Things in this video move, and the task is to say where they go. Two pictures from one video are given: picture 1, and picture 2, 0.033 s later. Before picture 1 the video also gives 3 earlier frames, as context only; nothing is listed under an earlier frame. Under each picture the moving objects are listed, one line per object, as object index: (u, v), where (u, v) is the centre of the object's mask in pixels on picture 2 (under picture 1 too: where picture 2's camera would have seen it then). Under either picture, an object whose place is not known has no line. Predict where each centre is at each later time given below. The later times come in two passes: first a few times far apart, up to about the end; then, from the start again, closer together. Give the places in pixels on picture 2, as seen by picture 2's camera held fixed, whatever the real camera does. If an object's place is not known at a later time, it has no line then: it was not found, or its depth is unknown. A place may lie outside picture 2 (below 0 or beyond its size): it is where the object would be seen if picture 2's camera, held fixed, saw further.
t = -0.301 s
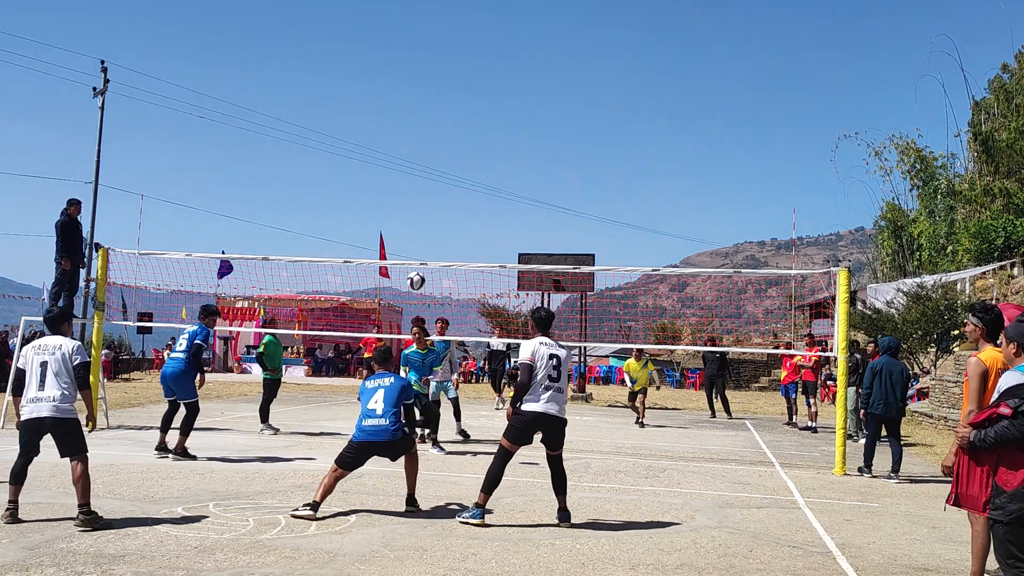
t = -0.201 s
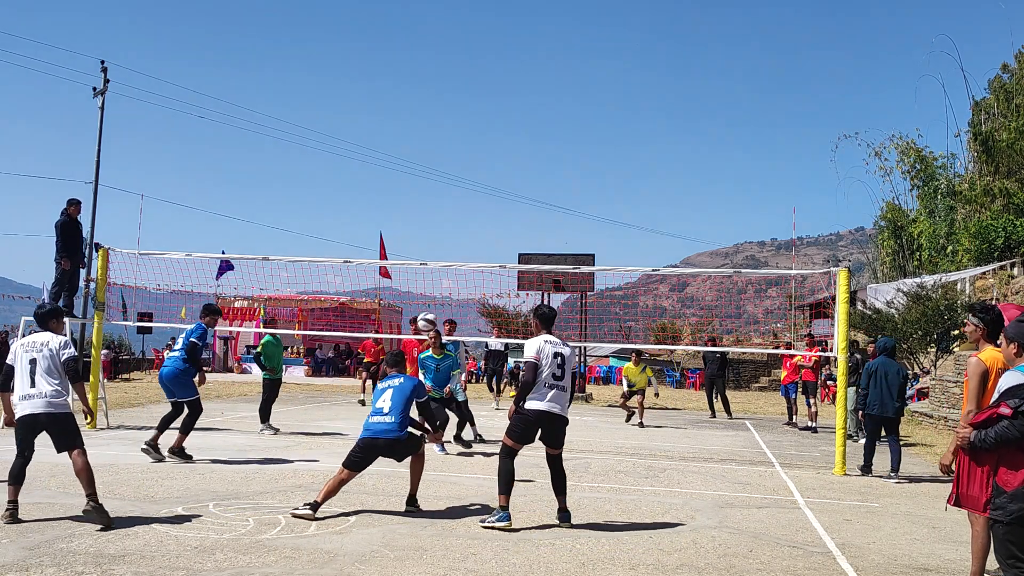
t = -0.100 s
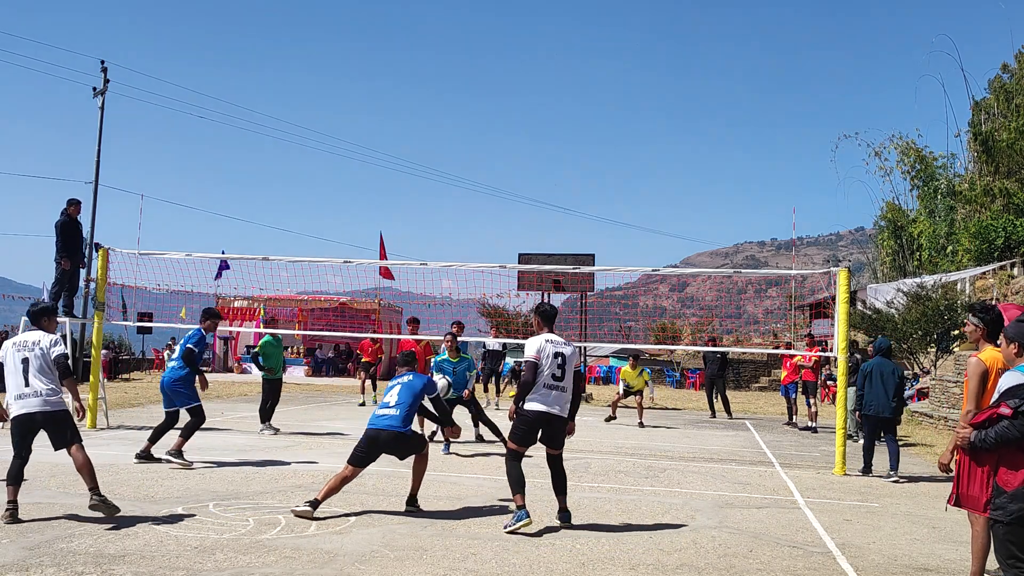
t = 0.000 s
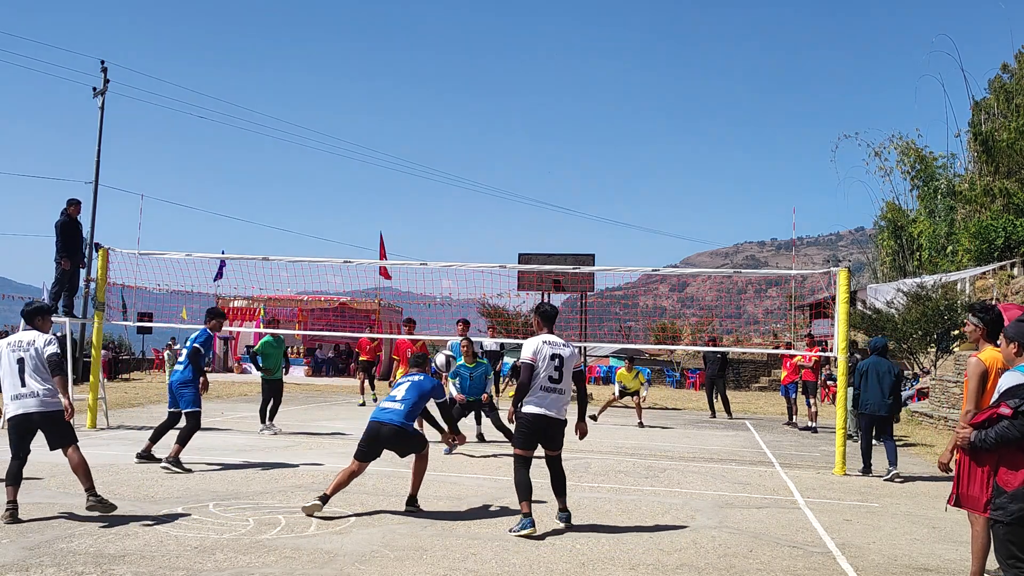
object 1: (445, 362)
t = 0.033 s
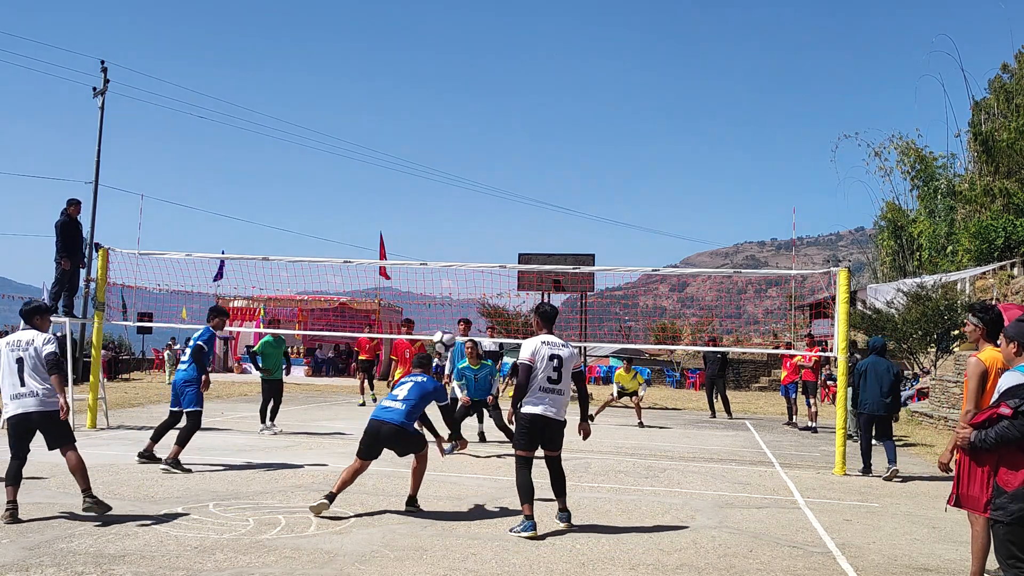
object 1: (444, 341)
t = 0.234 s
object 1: (437, 250)
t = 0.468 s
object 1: (427, 203)
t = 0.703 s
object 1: (417, 209)
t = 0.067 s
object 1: (443, 322)
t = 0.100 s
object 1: (442, 305)
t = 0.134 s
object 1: (441, 290)
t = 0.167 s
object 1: (440, 274)
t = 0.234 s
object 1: (437, 250)
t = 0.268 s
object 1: (436, 240)
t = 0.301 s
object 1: (435, 231)
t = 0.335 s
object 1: (433, 224)
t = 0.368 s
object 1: (432, 217)
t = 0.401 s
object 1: (430, 211)
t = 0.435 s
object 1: (429, 206)
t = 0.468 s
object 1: (427, 203)
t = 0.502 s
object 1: (426, 201)
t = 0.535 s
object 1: (425, 200)
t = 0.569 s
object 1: (423, 200)
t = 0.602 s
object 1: (422, 200)
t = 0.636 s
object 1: (420, 202)
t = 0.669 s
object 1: (419, 205)
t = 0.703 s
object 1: (417, 209)
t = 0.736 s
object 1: (416, 213)
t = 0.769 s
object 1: (414, 218)
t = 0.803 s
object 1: (412, 224)
